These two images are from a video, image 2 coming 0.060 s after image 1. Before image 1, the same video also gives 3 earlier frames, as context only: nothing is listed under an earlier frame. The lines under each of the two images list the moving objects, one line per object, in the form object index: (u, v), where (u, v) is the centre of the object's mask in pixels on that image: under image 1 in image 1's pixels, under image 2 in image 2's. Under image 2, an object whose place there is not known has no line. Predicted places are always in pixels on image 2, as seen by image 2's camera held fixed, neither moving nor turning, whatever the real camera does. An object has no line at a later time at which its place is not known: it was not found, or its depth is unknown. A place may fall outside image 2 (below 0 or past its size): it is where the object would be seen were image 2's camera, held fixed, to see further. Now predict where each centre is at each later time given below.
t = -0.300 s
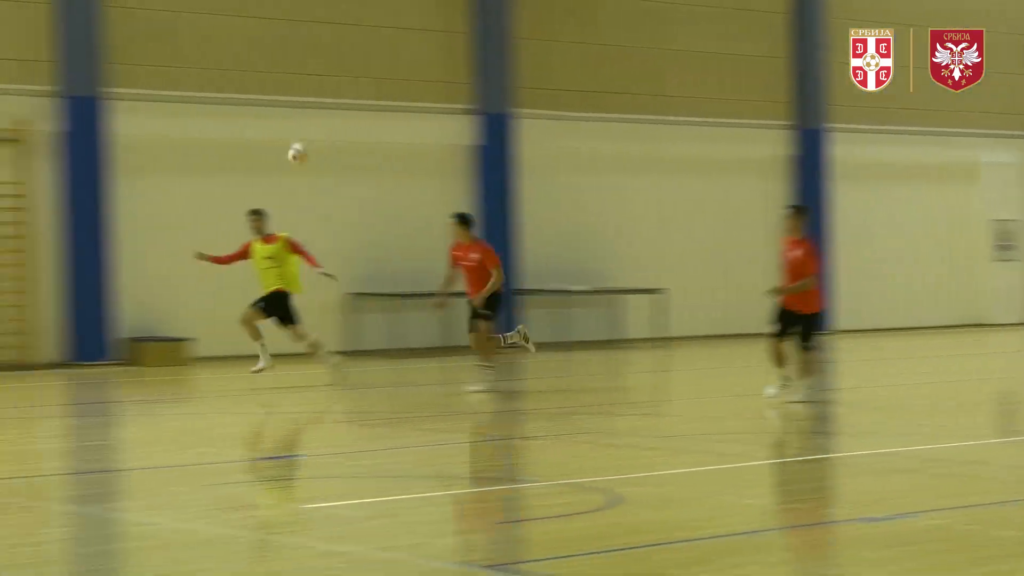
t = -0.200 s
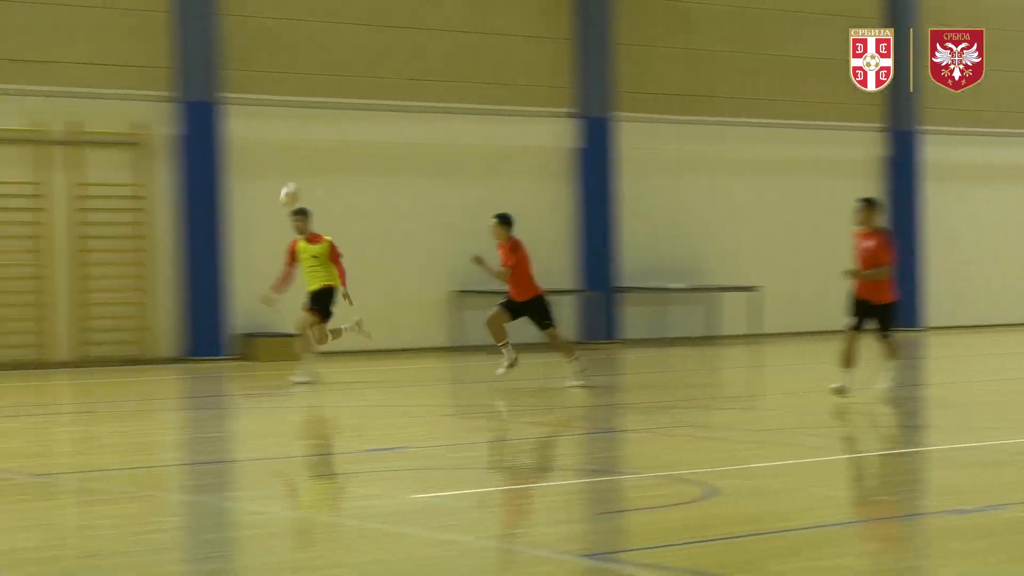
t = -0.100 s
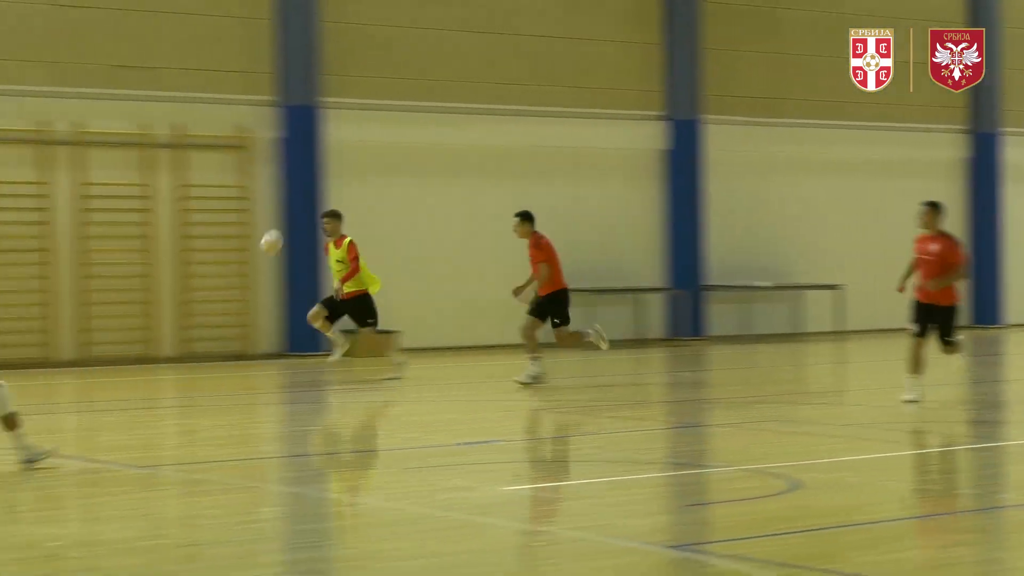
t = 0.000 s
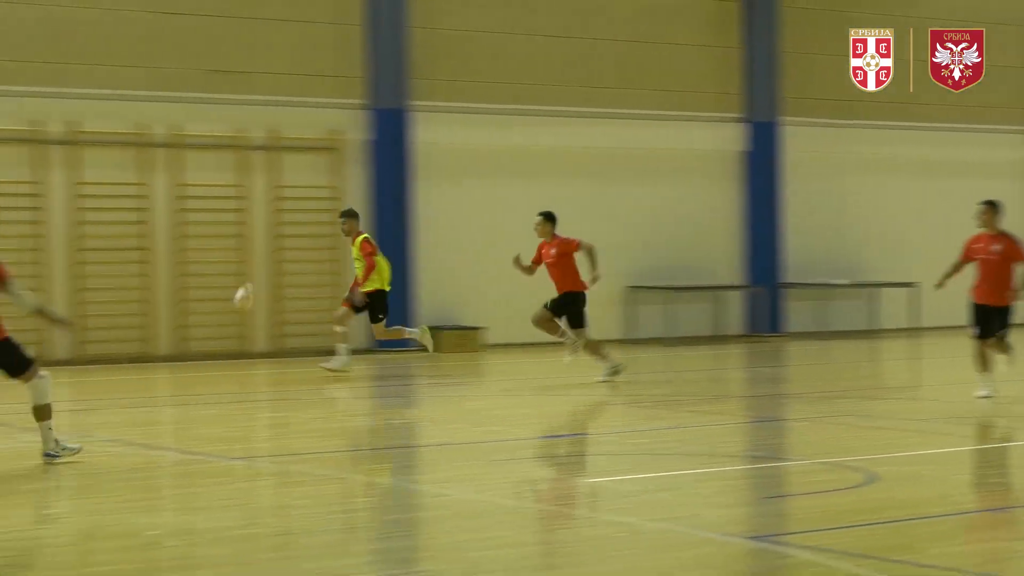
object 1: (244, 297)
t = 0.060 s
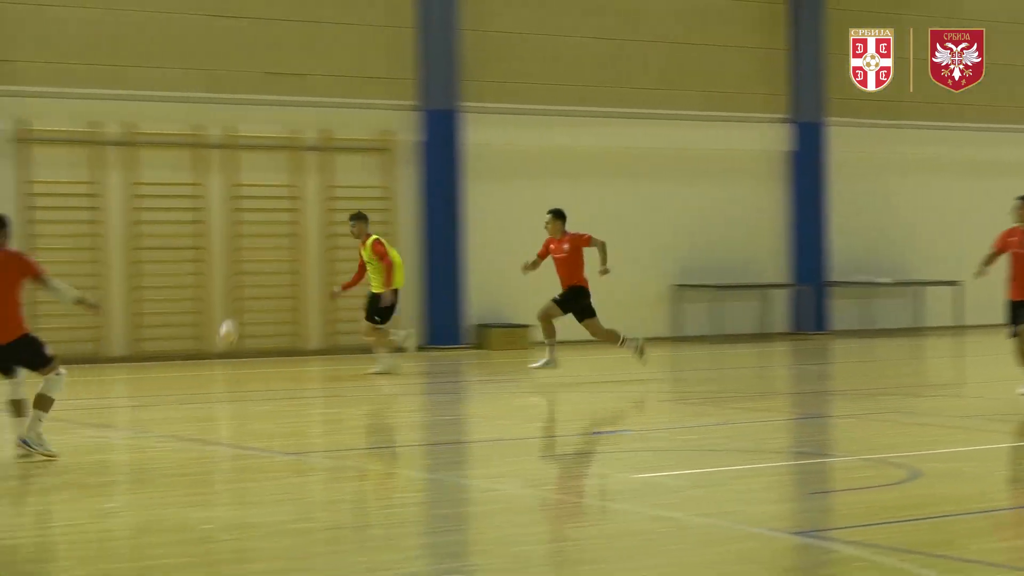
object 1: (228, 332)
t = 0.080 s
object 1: (202, 350)
